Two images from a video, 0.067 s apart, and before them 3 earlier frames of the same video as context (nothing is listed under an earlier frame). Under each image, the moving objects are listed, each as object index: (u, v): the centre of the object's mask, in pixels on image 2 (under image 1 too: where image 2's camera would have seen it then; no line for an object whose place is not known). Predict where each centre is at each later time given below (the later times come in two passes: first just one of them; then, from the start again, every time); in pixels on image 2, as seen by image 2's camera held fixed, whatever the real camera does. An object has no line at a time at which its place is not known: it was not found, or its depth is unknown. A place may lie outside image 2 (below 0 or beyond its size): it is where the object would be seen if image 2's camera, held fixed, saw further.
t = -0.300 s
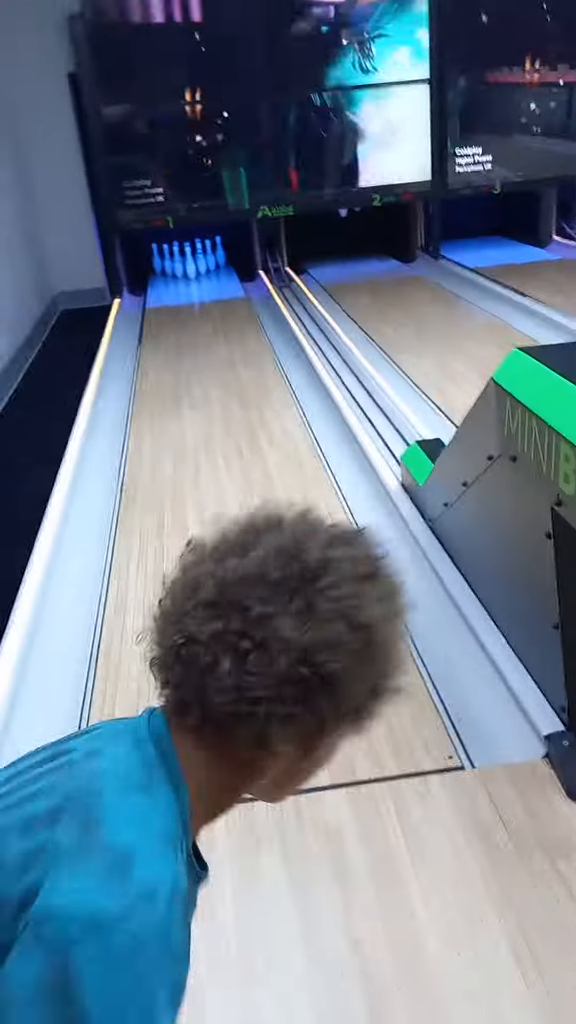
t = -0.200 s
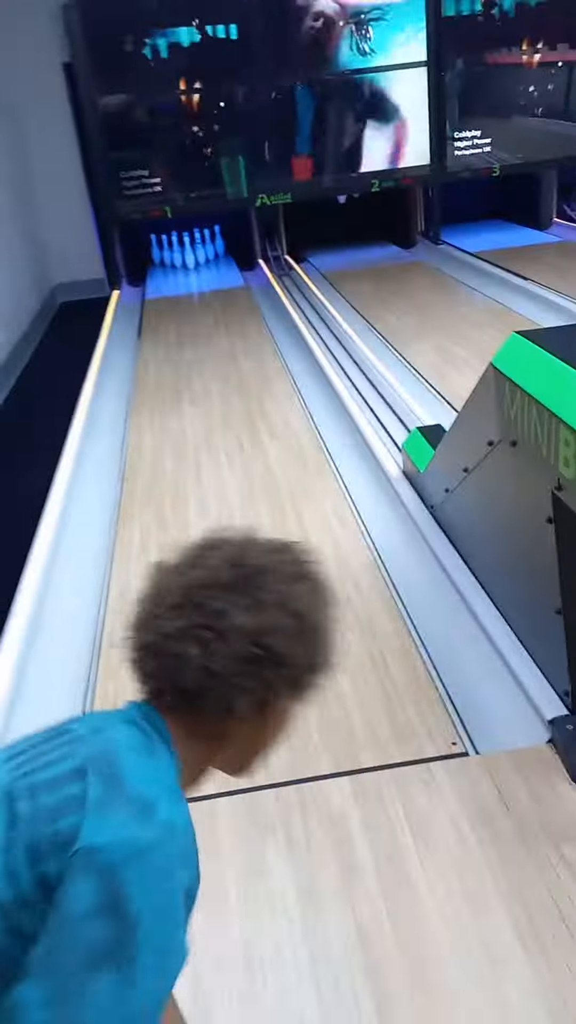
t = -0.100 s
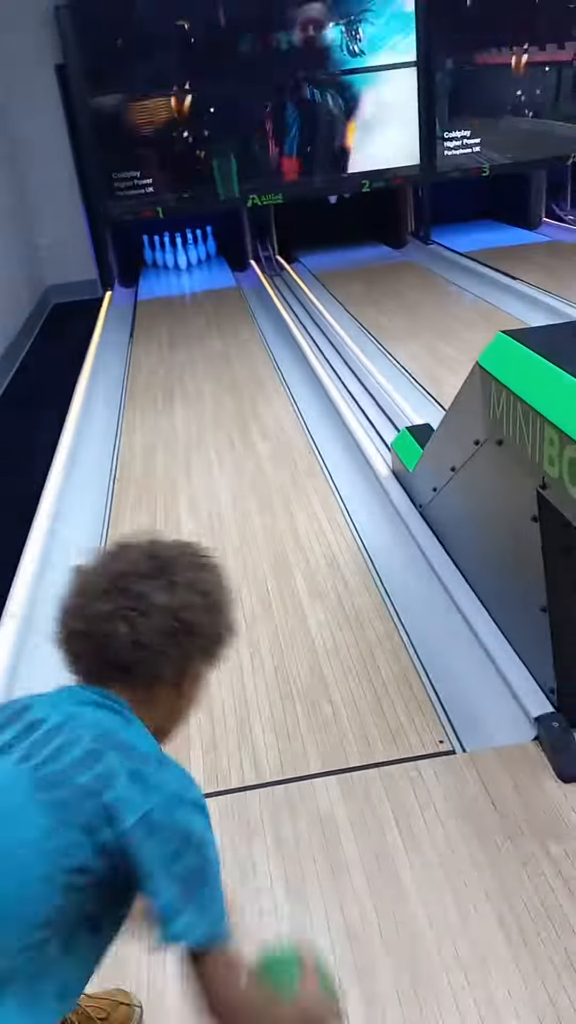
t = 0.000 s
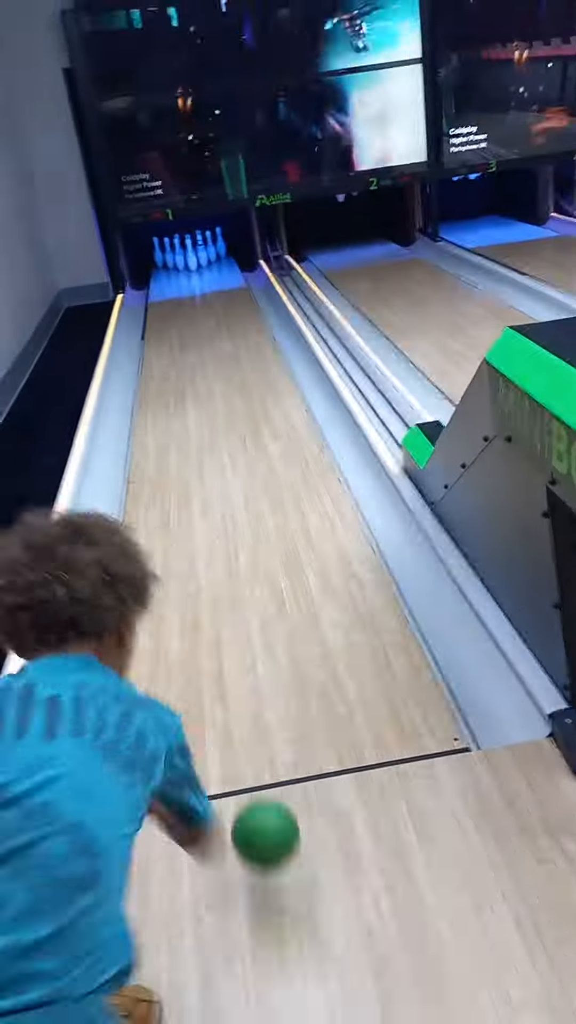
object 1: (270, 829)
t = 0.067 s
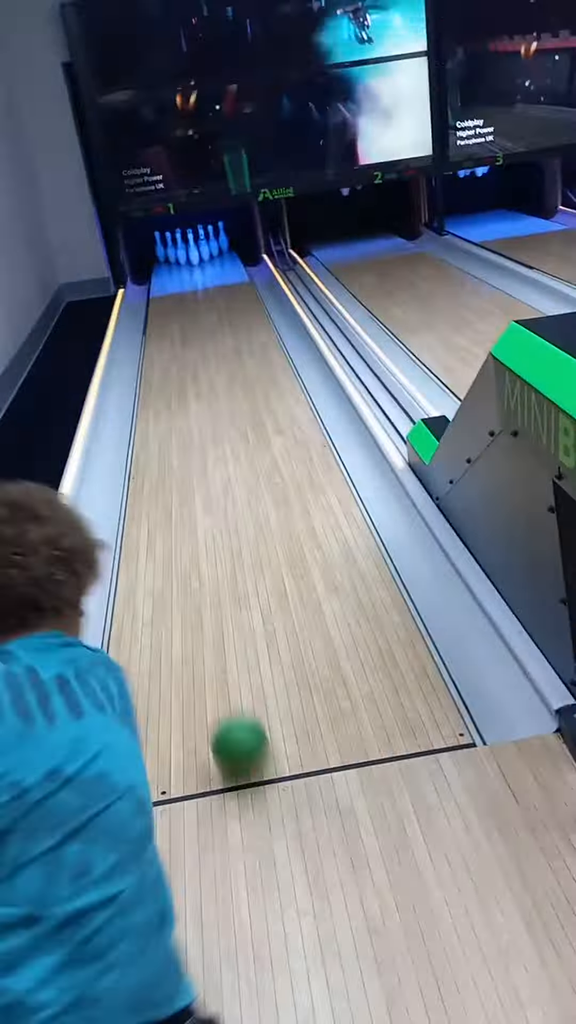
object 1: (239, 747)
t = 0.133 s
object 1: (216, 671)
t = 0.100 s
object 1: (227, 703)
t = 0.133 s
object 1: (216, 671)
